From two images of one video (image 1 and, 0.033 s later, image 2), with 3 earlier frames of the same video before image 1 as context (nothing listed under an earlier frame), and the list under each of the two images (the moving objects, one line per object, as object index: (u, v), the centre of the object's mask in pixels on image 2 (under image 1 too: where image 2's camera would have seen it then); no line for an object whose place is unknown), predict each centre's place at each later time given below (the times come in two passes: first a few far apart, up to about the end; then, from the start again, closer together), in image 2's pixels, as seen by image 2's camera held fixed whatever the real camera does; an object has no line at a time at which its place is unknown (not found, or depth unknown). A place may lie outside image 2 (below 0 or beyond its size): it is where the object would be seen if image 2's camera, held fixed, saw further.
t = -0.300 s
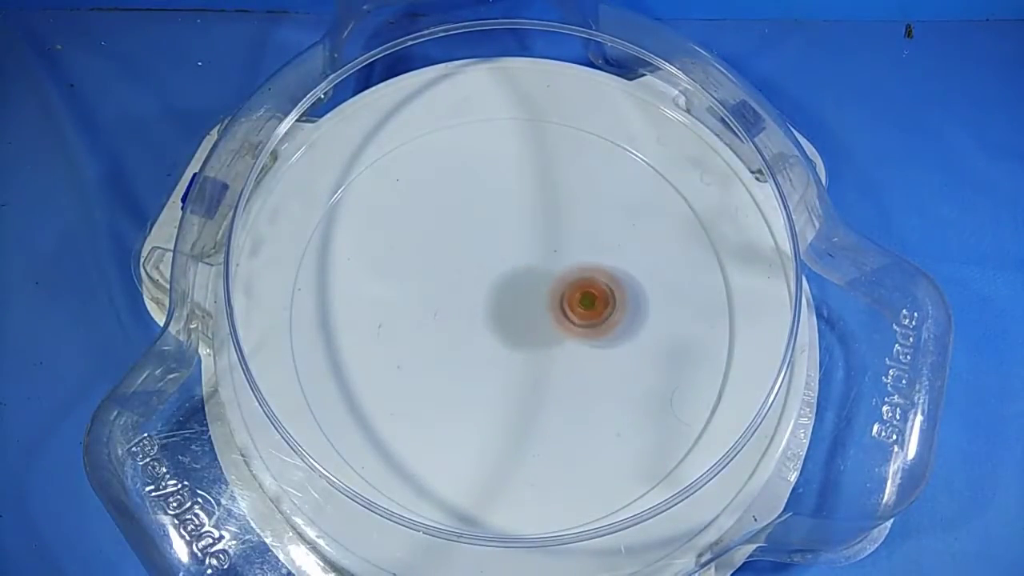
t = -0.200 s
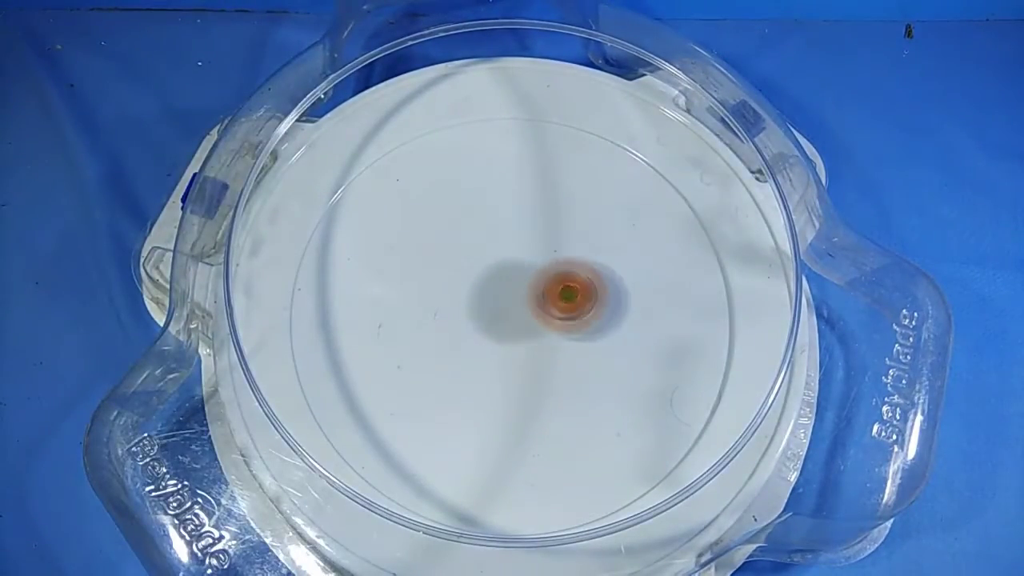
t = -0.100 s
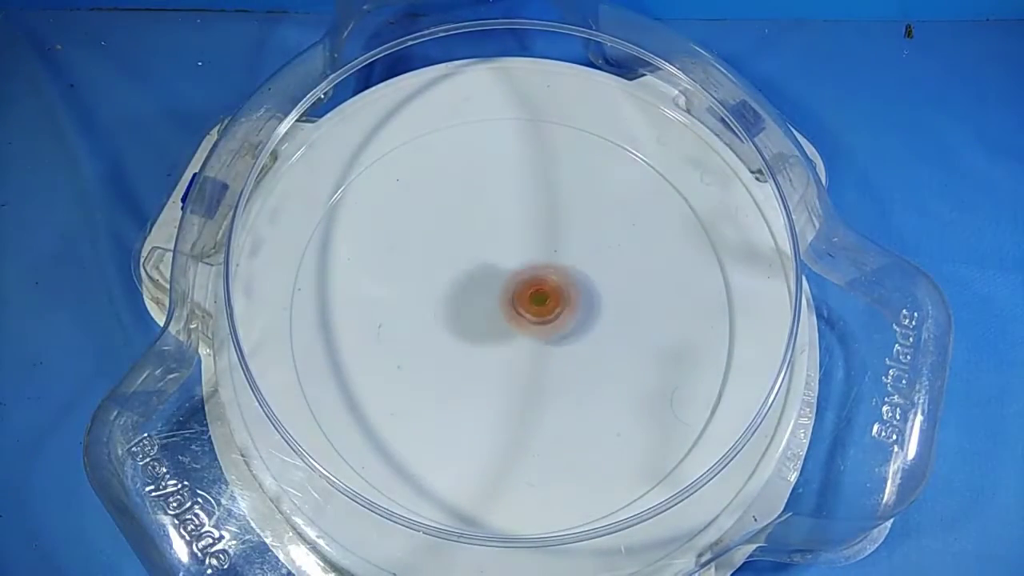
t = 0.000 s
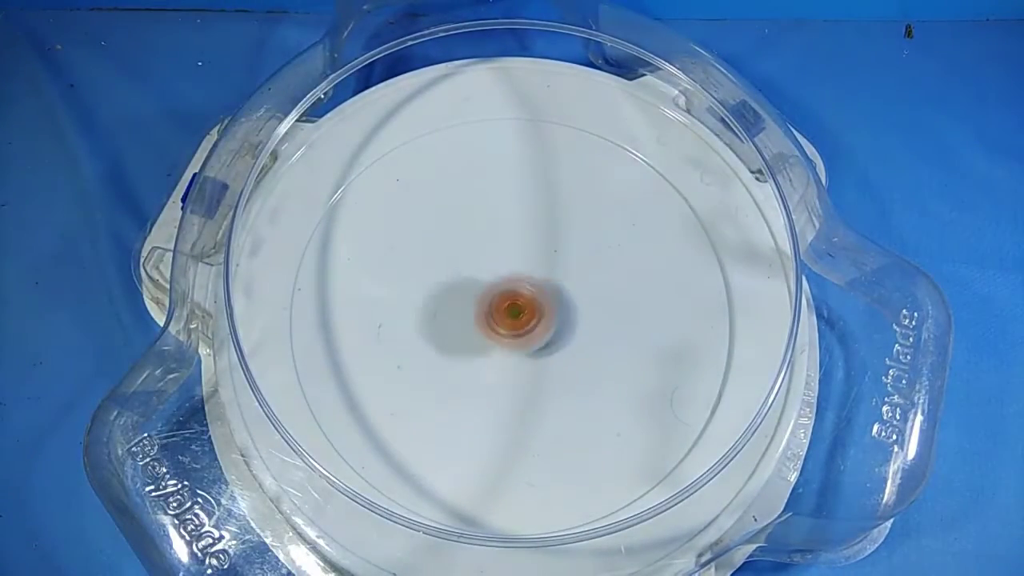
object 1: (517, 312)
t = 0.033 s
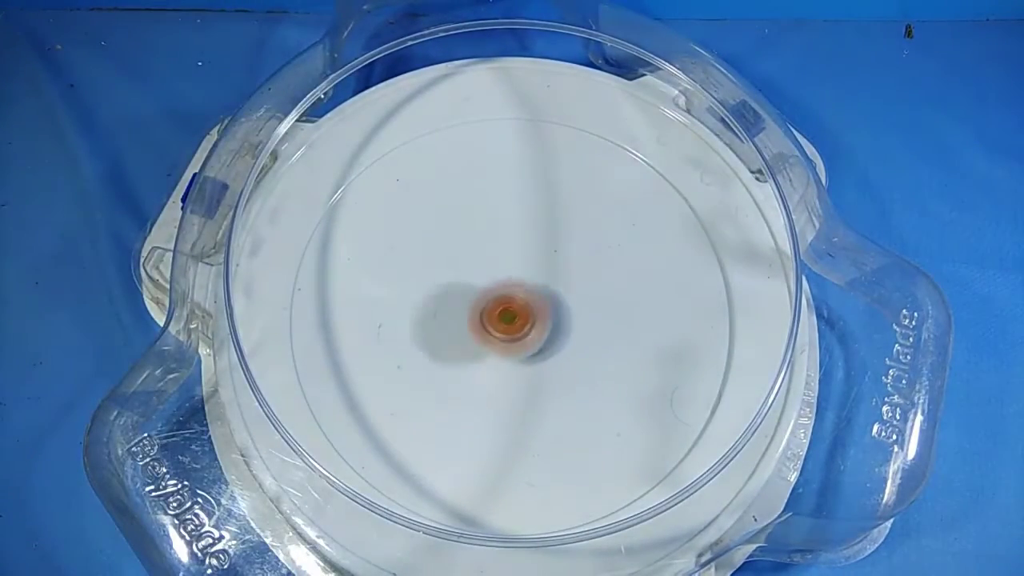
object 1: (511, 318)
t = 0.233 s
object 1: (480, 352)
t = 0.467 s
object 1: (488, 374)
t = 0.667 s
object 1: (496, 328)
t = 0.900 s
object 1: (464, 277)
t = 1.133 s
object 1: (428, 260)
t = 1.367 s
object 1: (447, 284)
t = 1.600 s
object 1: (511, 276)
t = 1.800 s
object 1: (542, 249)
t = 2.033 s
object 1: (531, 237)
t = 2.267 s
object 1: (518, 289)
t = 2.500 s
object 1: (537, 333)
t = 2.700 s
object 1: (556, 337)
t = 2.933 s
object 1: (521, 314)
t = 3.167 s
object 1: (463, 317)
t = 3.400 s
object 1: (444, 334)
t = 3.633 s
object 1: (474, 311)
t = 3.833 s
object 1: (483, 268)
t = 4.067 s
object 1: (472, 239)
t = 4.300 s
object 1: (483, 264)
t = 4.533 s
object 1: (529, 284)
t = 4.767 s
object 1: (558, 281)
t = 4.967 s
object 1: (543, 281)
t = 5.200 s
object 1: (512, 309)
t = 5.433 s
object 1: (493, 341)
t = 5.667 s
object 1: (495, 343)
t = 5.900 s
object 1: (488, 309)
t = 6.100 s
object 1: (470, 280)
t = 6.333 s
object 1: (458, 265)
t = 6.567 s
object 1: (477, 276)
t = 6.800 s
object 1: (521, 280)
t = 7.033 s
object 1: (542, 275)
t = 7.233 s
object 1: (536, 280)
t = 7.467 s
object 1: (516, 305)
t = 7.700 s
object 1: (501, 332)
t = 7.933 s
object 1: (499, 335)
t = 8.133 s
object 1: (493, 313)
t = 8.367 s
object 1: (476, 284)
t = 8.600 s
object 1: (467, 272)
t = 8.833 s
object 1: (483, 279)
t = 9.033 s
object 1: (513, 285)
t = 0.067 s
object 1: (504, 323)
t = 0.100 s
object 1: (497, 329)
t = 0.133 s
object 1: (492, 333)
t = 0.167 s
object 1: (487, 339)
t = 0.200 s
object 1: (483, 346)
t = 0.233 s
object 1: (480, 352)
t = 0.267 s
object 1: (478, 357)
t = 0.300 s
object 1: (477, 363)
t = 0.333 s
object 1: (477, 367)
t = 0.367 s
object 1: (478, 371)
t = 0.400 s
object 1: (480, 373)
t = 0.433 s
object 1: (484, 375)
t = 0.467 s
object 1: (488, 374)
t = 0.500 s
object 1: (492, 370)
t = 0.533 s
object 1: (495, 363)
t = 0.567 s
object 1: (497, 356)
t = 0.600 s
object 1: (498, 347)
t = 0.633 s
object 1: (498, 337)
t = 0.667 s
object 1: (496, 328)
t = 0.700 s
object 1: (493, 319)
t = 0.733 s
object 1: (489, 311)
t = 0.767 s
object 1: (484, 303)
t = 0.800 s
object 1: (479, 296)
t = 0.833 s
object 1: (474, 289)
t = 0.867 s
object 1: (470, 283)
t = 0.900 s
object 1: (464, 277)
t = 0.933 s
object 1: (459, 272)
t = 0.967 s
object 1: (454, 268)
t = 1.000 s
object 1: (449, 265)
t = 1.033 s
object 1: (443, 262)
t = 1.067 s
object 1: (438, 260)
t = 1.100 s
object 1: (432, 259)
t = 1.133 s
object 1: (428, 260)
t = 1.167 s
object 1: (425, 261)
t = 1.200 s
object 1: (423, 265)
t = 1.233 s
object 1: (423, 269)
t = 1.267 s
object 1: (426, 273)
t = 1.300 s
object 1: (431, 278)
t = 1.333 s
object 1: (438, 281)
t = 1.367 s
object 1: (447, 284)
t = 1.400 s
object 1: (455, 286)
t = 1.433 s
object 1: (465, 286)
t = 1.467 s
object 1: (474, 285)
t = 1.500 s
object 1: (484, 284)
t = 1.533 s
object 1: (495, 281)
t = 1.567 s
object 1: (503, 279)
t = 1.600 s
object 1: (511, 276)
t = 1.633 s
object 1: (517, 272)
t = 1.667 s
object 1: (525, 268)
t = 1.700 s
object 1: (530, 264)
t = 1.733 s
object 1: (534, 259)
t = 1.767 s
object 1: (539, 254)
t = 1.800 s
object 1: (542, 249)
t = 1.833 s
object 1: (545, 244)
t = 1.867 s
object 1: (545, 239)
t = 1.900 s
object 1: (545, 236)
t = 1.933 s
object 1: (544, 233)
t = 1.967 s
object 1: (541, 232)
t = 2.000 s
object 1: (535, 233)
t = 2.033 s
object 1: (531, 237)
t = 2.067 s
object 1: (526, 241)
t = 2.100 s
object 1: (522, 248)
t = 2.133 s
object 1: (520, 255)
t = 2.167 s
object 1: (518, 263)
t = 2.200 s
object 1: (517, 272)
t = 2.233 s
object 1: (517, 280)
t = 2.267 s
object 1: (518, 289)
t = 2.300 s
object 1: (519, 297)
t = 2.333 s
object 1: (521, 304)
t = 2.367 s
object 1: (523, 311)
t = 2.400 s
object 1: (526, 318)
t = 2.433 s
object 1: (529, 324)
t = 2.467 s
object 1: (533, 329)
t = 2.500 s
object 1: (537, 333)
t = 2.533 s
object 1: (541, 337)
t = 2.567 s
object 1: (546, 341)
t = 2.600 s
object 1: (549, 341)
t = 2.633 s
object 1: (553, 341)
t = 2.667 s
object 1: (555, 339)
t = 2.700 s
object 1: (556, 337)
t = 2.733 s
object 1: (555, 333)
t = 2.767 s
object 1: (552, 329)
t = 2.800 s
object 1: (547, 325)
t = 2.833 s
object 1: (541, 321)
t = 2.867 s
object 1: (535, 318)
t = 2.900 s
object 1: (528, 316)
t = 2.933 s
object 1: (521, 314)
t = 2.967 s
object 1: (512, 313)
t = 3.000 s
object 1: (504, 312)
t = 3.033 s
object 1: (495, 312)
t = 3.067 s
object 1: (485, 311)
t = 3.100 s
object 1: (477, 313)
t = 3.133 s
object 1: (470, 314)
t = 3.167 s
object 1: (463, 317)
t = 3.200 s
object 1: (457, 319)
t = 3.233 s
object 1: (451, 322)
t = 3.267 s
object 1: (448, 324)
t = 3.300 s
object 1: (445, 327)
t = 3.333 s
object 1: (443, 330)
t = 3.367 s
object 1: (444, 332)
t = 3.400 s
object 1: (444, 334)
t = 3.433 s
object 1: (448, 335)
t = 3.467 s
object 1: (452, 334)
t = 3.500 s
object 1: (457, 332)
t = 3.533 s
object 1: (462, 328)
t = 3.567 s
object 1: (466, 323)
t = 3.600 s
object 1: (470, 317)
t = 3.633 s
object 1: (474, 311)
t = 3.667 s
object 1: (477, 304)
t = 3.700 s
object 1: (479, 297)
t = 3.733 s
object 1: (481, 289)
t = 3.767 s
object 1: (482, 281)
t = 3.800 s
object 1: (483, 275)
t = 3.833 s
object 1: (483, 268)
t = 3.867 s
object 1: (483, 261)
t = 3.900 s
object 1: (481, 256)
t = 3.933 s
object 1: (480, 251)
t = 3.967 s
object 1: (478, 246)
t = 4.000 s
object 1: (476, 243)
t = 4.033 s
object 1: (474, 240)
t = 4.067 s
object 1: (472, 239)
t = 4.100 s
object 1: (470, 239)
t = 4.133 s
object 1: (469, 241)
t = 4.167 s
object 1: (469, 245)
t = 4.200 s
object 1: (471, 249)
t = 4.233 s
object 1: (473, 254)
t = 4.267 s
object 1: (478, 259)
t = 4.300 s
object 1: (483, 264)
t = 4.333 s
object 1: (489, 268)
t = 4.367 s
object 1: (496, 272)
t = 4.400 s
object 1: (502, 276)
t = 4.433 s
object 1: (509, 278)
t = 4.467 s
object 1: (515, 280)
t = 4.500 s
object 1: (522, 283)
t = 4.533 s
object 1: (529, 284)
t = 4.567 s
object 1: (535, 285)
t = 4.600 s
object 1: (540, 285)
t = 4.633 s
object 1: (545, 284)
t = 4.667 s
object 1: (550, 284)
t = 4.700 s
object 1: (554, 283)
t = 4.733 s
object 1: (557, 282)
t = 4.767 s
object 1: (558, 281)
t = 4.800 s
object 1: (558, 280)
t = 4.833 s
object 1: (557, 279)
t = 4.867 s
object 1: (554, 279)
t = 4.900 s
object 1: (552, 279)
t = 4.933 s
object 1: (548, 280)
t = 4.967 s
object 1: (543, 281)
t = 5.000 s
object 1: (539, 283)
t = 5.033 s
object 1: (534, 286)
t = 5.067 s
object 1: (529, 290)
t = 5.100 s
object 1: (524, 294)
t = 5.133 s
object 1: (519, 298)
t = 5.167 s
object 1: (516, 304)
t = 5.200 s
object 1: (512, 309)
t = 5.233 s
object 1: (508, 313)
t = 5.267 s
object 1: (505, 318)
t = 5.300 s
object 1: (501, 323)
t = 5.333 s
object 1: (498, 327)
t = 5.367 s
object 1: (496, 333)
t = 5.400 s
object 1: (494, 336)
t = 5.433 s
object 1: (493, 341)
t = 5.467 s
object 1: (493, 345)
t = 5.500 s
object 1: (493, 347)
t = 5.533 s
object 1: (492, 346)
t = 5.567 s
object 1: (493, 347)
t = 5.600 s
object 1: (494, 347)
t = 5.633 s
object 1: (494, 345)
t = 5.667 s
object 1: (495, 343)
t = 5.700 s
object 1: (495, 339)
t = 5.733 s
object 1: (496, 335)
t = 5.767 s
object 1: (495, 330)
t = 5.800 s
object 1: (494, 325)
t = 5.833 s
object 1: (492, 320)
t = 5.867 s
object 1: (490, 314)
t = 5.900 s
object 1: (488, 309)
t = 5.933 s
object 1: (485, 304)
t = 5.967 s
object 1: (482, 298)
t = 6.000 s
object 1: (480, 294)
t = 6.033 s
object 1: (477, 289)
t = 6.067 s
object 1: (474, 284)
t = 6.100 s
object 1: (470, 280)
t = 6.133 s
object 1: (468, 276)
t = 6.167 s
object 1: (465, 273)
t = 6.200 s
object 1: (463, 270)
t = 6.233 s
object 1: (462, 268)
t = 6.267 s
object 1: (460, 266)
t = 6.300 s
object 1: (459, 265)
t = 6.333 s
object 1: (458, 265)
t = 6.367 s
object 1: (458, 265)
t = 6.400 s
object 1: (459, 266)
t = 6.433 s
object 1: (461, 268)
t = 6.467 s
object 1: (464, 270)
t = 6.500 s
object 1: (468, 272)
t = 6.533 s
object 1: (472, 274)
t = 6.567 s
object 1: (477, 276)
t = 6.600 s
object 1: (483, 277)
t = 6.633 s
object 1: (490, 279)
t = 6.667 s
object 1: (496, 280)
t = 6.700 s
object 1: (502, 280)
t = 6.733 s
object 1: (508, 280)
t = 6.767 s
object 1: (514, 280)
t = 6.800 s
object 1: (521, 280)
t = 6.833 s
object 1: (525, 279)
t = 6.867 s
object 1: (529, 278)
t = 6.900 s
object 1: (534, 278)
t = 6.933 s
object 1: (537, 277)
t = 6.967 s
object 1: (539, 277)
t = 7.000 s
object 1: (541, 276)
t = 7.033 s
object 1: (542, 275)
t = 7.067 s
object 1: (543, 275)
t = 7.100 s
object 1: (544, 275)
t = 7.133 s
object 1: (543, 276)
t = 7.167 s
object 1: (541, 277)
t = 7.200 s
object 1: (538, 278)
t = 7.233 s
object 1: (536, 280)
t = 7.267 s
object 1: (533, 282)
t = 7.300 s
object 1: (530, 285)
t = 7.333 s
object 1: (527, 288)
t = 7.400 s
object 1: (522, 296)
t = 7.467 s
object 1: (516, 305)
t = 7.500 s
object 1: (513, 310)
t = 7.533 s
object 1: (510, 314)
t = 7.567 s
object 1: (508, 318)
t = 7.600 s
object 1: (506, 322)
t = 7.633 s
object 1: (504, 325)
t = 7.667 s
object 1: (502, 328)
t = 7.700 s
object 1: (501, 332)
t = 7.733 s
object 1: (500, 335)
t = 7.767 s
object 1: (500, 336)
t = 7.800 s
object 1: (499, 338)
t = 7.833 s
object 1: (499, 339)
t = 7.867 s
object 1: (499, 338)
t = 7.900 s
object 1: (499, 337)
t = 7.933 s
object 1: (499, 335)
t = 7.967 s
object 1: (498, 332)
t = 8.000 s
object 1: (498, 330)
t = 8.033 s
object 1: (497, 326)
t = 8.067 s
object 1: (496, 321)
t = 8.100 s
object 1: (495, 317)
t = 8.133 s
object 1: (493, 313)
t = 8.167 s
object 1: (490, 308)
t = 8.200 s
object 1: (488, 304)
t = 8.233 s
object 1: (486, 299)
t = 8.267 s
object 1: (483, 295)
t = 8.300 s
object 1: (481, 292)
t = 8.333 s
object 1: (478, 288)
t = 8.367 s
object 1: (476, 284)
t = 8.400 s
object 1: (474, 281)
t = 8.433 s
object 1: (471, 279)
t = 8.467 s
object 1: (469, 276)
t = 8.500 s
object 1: (468, 275)
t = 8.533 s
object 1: (467, 274)
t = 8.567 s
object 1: (466, 273)
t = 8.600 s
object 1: (467, 272)
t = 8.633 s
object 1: (467, 272)
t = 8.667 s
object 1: (468, 273)
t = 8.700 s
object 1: (469, 274)
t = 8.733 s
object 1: (472, 275)
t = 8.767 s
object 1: (475, 277)
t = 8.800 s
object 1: (479, 277)
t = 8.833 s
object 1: (483, 279)
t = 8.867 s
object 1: (488, 280)
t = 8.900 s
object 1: (492, 281)
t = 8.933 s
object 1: (496, 282)
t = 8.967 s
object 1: (502, 284)
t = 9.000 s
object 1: (507, 284)
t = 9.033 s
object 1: (513, 285)
